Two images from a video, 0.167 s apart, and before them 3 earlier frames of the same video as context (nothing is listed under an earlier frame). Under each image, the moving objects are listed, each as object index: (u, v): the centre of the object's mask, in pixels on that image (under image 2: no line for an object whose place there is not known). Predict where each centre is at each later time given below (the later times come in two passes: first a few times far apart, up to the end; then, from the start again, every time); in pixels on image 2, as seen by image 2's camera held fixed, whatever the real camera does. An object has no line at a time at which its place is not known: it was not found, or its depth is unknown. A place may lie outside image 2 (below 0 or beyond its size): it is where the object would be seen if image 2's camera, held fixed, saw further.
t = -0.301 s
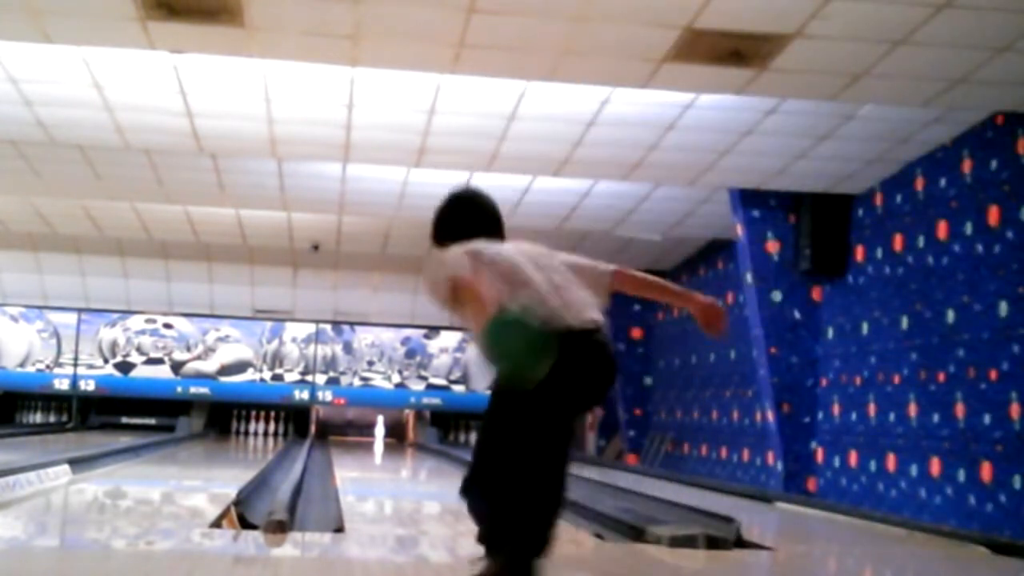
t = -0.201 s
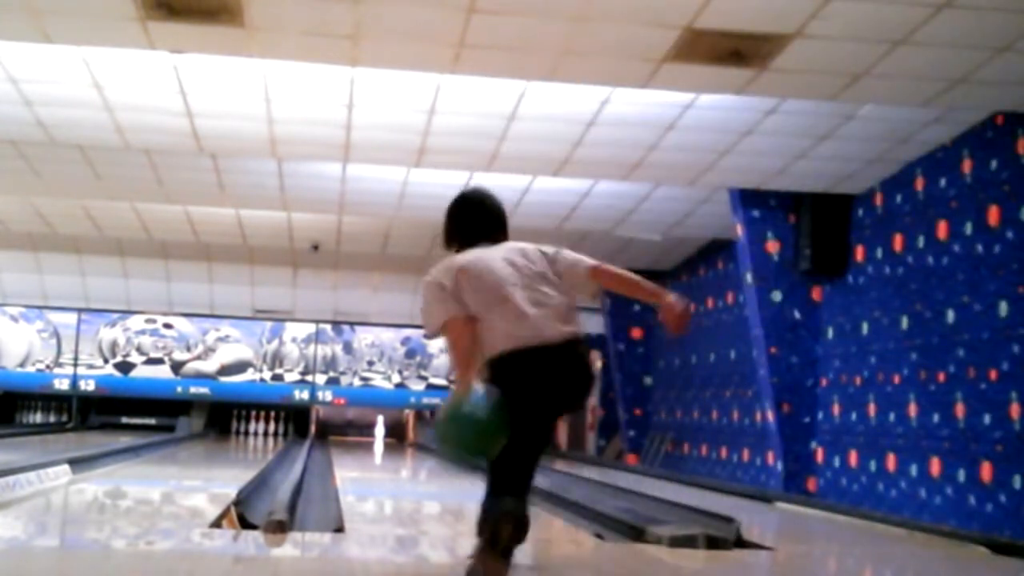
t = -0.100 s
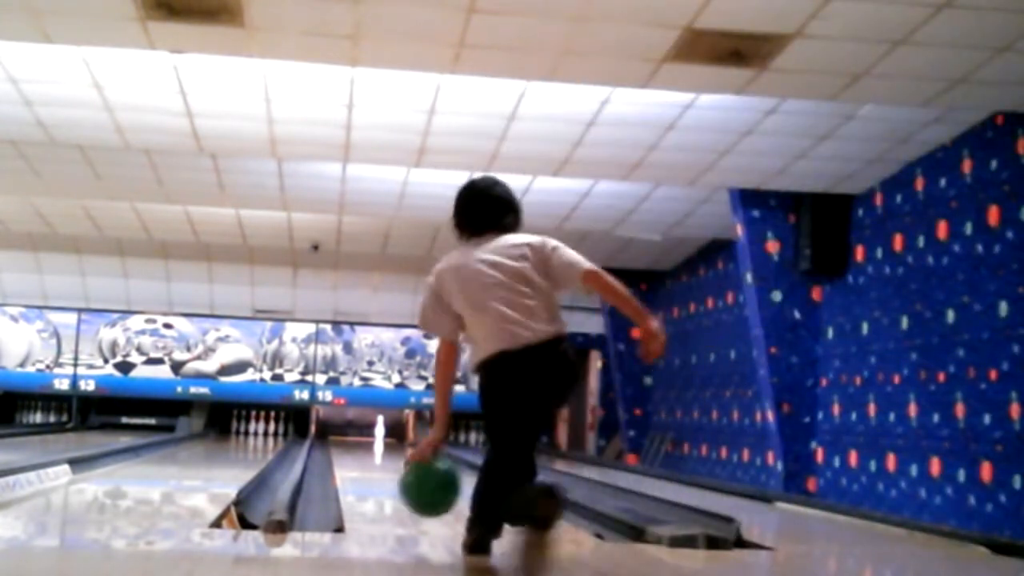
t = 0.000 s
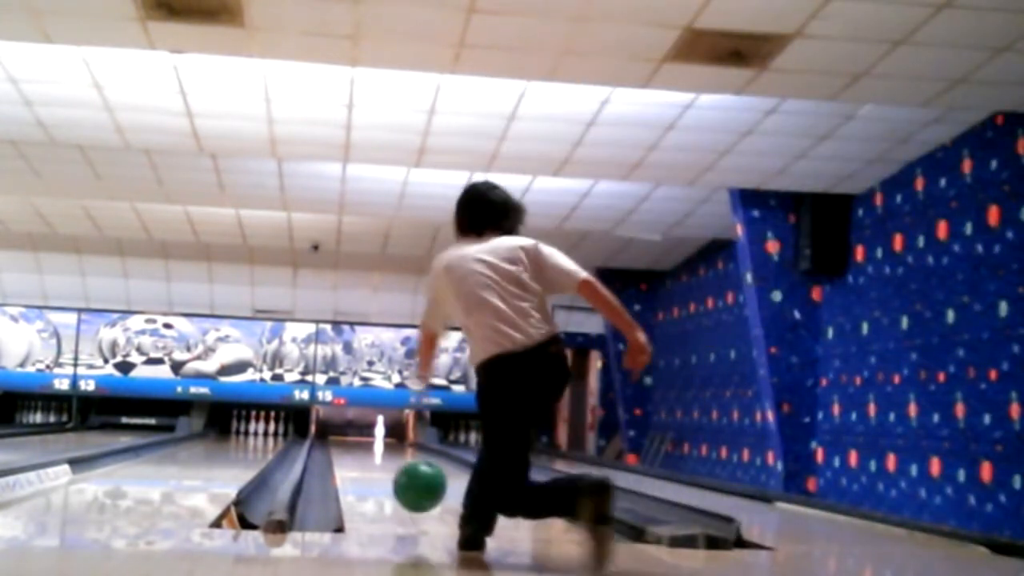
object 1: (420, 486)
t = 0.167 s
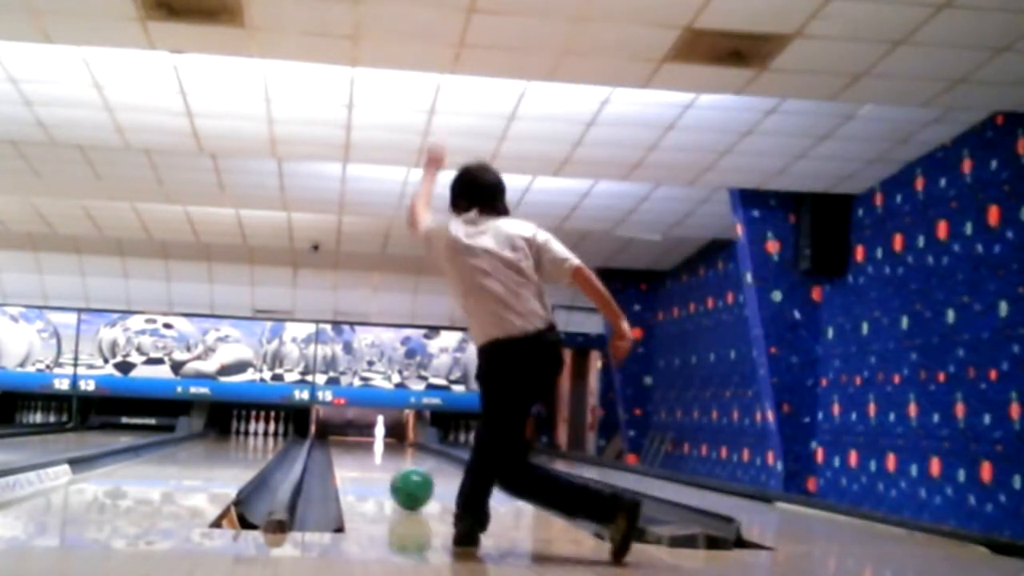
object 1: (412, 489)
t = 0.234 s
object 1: (410, 484)
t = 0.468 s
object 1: (405, 468)
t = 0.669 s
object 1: (402, 460)
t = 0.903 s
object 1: (400, 452)
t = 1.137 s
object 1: (399, 448)
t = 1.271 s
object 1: (399, 445)
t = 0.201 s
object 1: (411, 487)
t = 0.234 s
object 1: (410, 484)
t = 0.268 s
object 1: (409, 481)
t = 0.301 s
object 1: (409, 479)
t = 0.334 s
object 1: (408, 477)
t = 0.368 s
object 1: (407, 474)
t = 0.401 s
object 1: (406, 472)
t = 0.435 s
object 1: (406, 470)
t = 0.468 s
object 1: (405, 468)
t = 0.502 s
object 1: (405, 466)
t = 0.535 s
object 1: (404, 465)
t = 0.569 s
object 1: (404, 463)
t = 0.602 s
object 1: (403, 462)
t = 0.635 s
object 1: (403, 461)
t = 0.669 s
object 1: (402, 460)
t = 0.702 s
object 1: (402, 458)
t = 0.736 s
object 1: (401, 457)
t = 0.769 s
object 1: (401, 457)
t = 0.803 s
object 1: (401, 455)
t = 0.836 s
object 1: (400, 455)
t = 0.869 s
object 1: (400, 454)
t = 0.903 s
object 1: (400, 452)
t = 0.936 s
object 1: (400, 452)
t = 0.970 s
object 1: (400, 451)
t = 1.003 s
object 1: (400, 451)
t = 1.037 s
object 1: (400, 450)
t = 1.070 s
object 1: (399, 449)
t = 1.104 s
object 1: (399, 449)
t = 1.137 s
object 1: (399, 448)
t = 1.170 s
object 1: (399, 447)
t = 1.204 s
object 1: (399, 446)
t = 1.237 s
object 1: (399, 446)
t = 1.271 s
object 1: (399, 445)
